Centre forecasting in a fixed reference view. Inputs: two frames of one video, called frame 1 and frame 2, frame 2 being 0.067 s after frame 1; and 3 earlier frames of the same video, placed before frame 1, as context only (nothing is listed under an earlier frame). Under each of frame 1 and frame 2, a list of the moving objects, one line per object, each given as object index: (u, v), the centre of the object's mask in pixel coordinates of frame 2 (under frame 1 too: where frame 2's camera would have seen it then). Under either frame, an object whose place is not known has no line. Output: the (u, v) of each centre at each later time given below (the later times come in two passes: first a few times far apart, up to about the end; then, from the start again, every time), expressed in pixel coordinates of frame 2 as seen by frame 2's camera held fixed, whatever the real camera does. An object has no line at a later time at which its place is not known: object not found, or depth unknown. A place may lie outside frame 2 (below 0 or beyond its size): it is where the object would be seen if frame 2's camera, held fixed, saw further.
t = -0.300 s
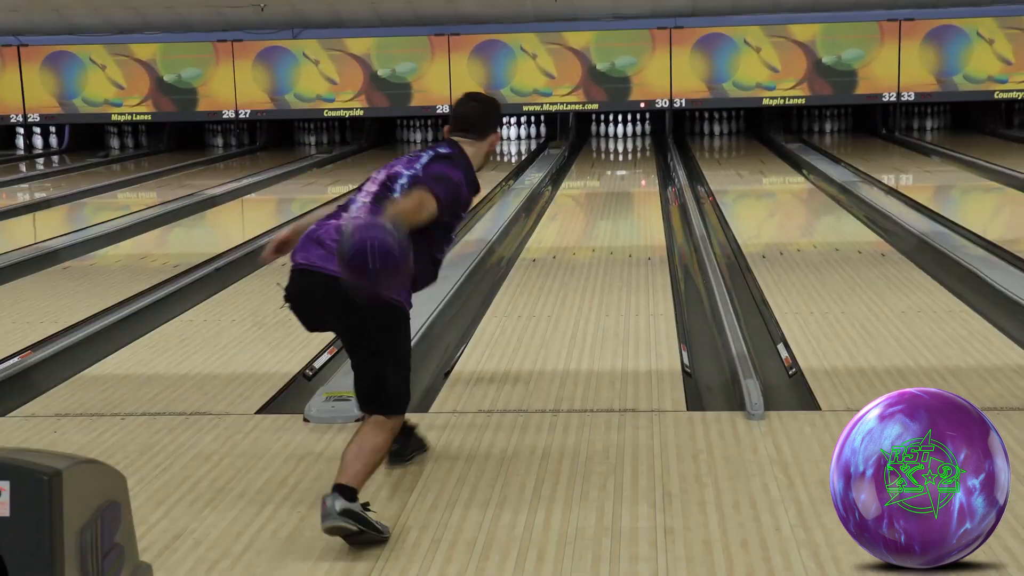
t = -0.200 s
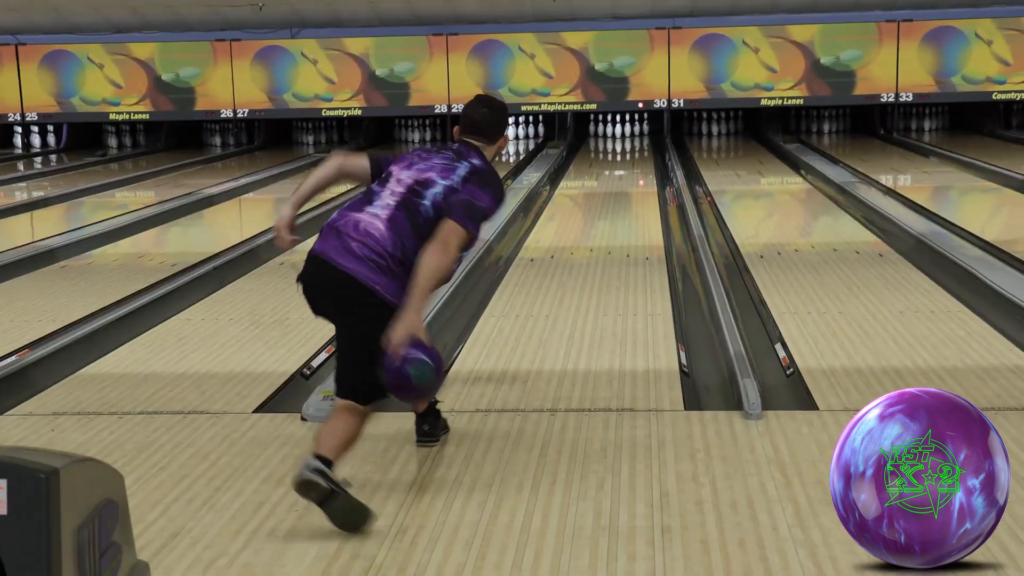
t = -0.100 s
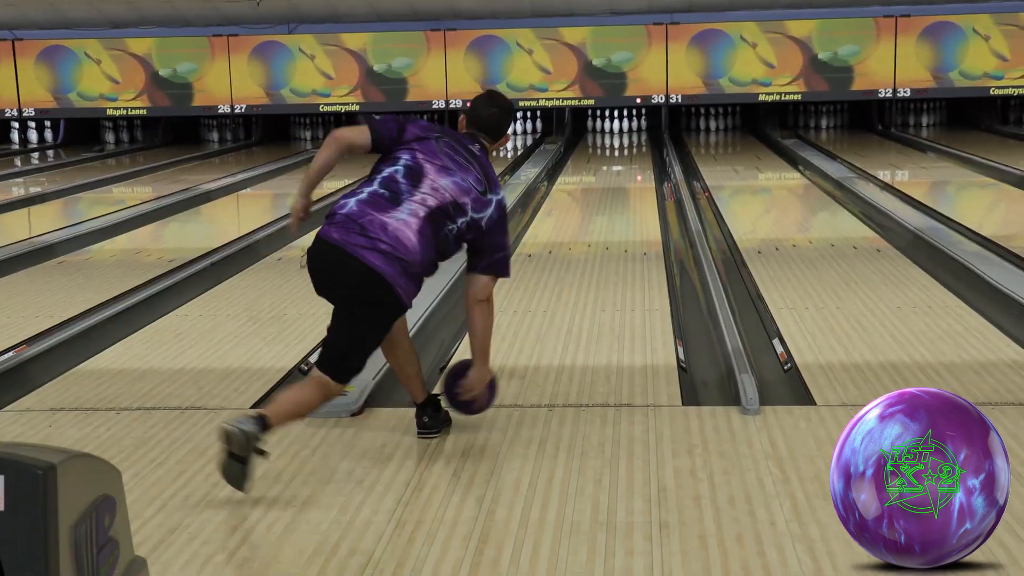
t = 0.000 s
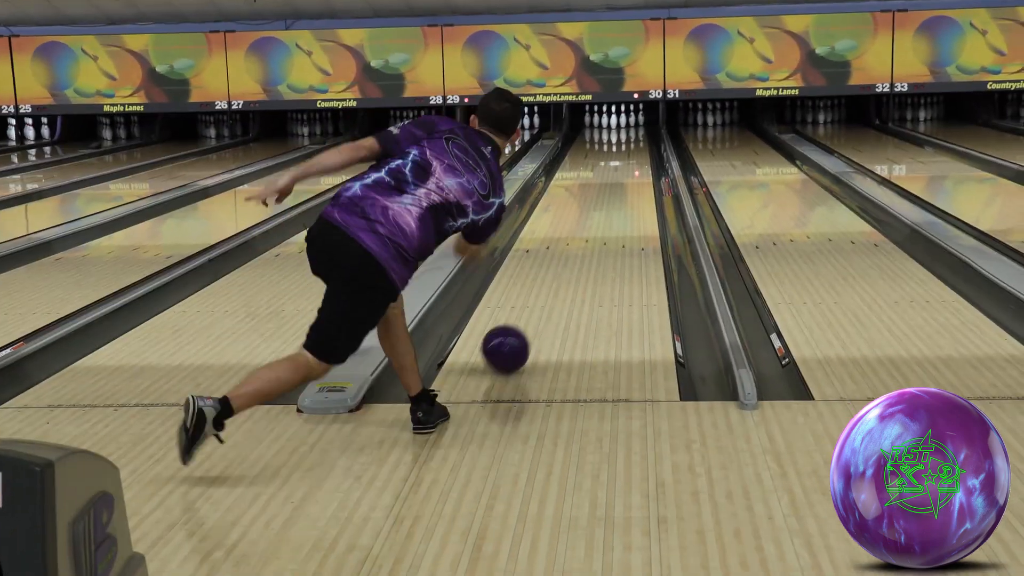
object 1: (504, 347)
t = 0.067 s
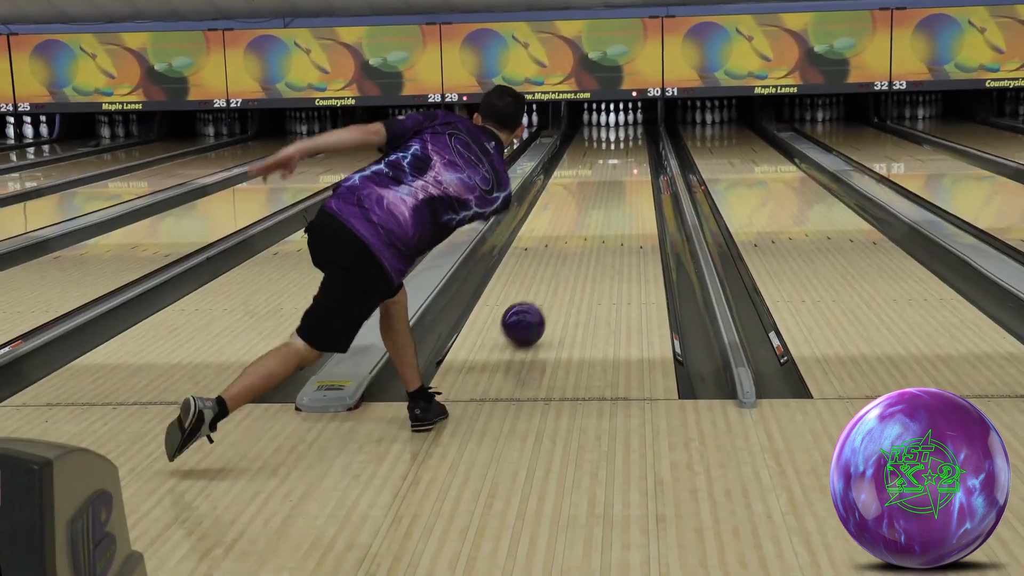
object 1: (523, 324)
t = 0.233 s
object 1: (559, 275)
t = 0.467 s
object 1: (591, 228)
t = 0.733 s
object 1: (617, 193)
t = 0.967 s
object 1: (631, 173)
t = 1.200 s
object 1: (640, 157)
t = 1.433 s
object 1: (644, 144)
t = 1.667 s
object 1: (641, 133)
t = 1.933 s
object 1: (630, 125)
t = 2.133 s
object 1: (622, 120)
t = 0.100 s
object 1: (532, 313)
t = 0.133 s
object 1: (539, 303)
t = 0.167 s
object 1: (546, 293)
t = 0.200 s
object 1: (553, 284)
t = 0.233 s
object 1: (559, 275)
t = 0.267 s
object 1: (565, 267)
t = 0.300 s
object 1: (570, 259)
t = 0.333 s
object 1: (575, 252)
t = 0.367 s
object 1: (579, 246)
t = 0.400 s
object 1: (583, 239)
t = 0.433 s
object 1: (587, 233)
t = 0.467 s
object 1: (591, 228)
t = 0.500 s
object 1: (595, 223)
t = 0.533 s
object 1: (598, 218)
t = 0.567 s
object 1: (602, 213)
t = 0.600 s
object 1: (605, 209)
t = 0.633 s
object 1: (608, 205)
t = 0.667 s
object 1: (611, 201)
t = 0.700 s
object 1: (614, 197)
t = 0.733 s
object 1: (617, 193)
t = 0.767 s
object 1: (619, 191)
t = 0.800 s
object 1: (621, 187)
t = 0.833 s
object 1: (623, 184)
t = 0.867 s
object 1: (626, 181)
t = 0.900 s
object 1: (628, 178)
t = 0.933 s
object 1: (630, 176)
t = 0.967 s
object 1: (631, 173)
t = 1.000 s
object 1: (633, 171)
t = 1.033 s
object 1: (635, 168)
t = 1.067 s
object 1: (636, 166)
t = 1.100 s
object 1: (637, 163)
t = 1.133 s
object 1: (638, 161)
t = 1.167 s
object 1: (639, 159)
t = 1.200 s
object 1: (640, 157)
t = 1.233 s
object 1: (641, 155)
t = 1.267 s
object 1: (642, 153)
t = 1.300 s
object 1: (642, 151)
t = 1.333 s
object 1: (644, 149)
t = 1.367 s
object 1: (644, 147)
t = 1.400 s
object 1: (644, 146)
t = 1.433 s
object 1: (644, 144)
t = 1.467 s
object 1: (644, 142)
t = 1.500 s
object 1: (644, 140)
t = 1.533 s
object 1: (643, 139)
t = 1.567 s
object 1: (643, 138)
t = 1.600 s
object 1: (642, 136)
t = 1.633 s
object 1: (641, 134)
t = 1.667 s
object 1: (641, 133)
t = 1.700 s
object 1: (641, 131)
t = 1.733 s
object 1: (640, 130)
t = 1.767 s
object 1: (638, 129)
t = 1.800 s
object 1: (636, 128)
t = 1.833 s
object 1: (634, 127)
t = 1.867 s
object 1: (633, 127)
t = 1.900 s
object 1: (632, 125)
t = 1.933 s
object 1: (630, 125)
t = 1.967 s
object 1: (629, 124)
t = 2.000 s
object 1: (627, 124)
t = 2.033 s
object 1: (626, 122)
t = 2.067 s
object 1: (625, 121)
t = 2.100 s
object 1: (624, 121)
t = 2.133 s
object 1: (622, 120)
